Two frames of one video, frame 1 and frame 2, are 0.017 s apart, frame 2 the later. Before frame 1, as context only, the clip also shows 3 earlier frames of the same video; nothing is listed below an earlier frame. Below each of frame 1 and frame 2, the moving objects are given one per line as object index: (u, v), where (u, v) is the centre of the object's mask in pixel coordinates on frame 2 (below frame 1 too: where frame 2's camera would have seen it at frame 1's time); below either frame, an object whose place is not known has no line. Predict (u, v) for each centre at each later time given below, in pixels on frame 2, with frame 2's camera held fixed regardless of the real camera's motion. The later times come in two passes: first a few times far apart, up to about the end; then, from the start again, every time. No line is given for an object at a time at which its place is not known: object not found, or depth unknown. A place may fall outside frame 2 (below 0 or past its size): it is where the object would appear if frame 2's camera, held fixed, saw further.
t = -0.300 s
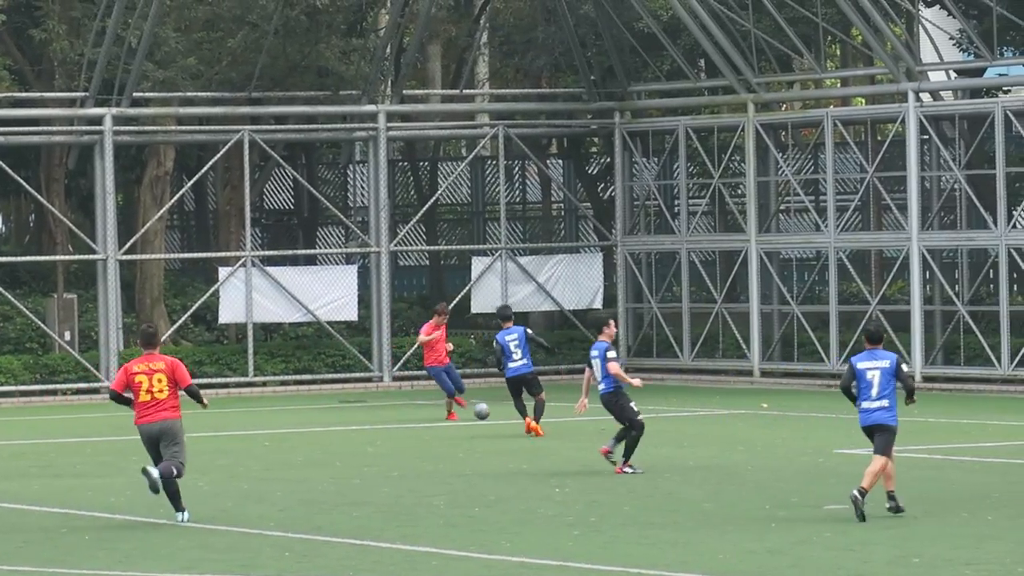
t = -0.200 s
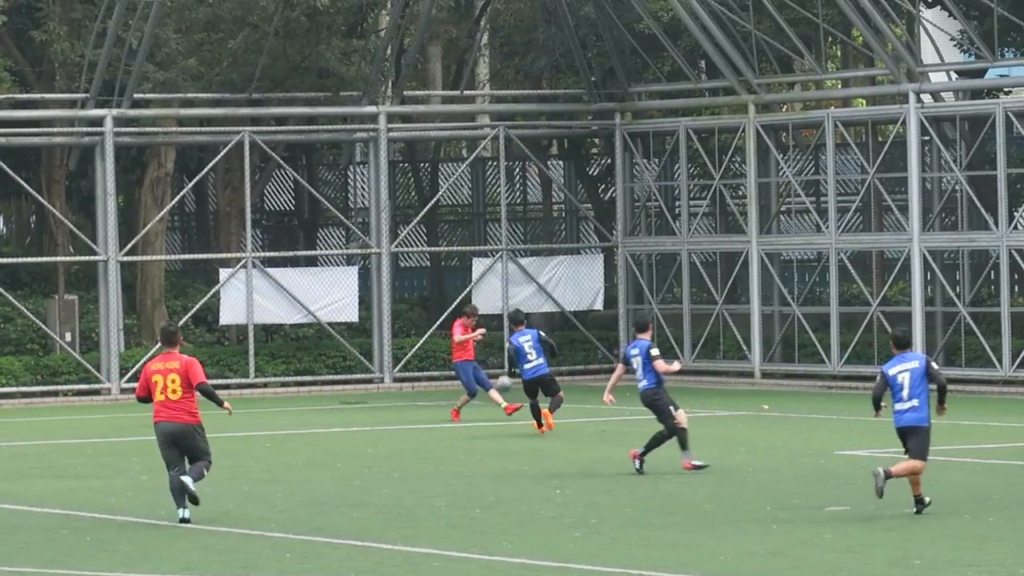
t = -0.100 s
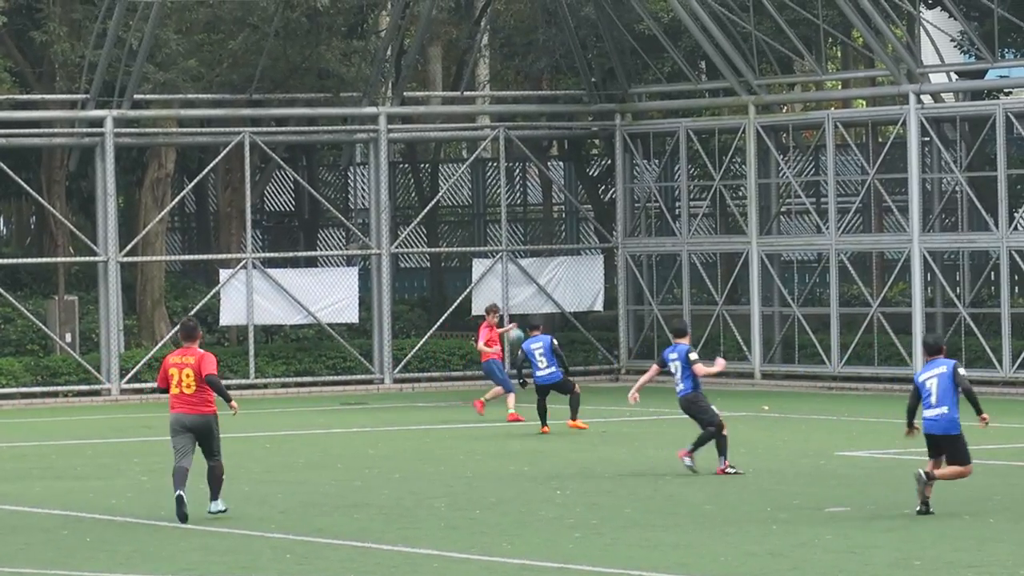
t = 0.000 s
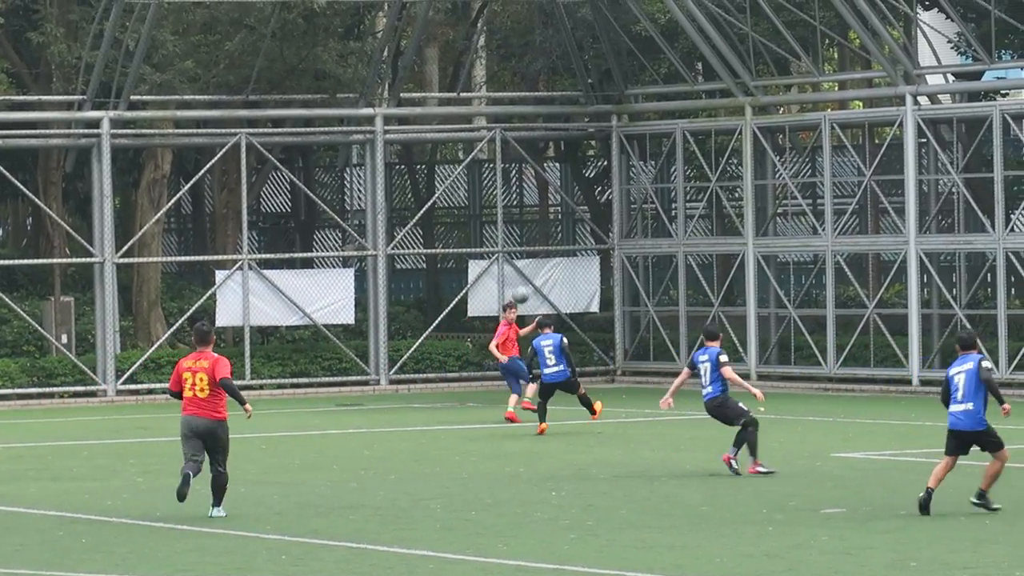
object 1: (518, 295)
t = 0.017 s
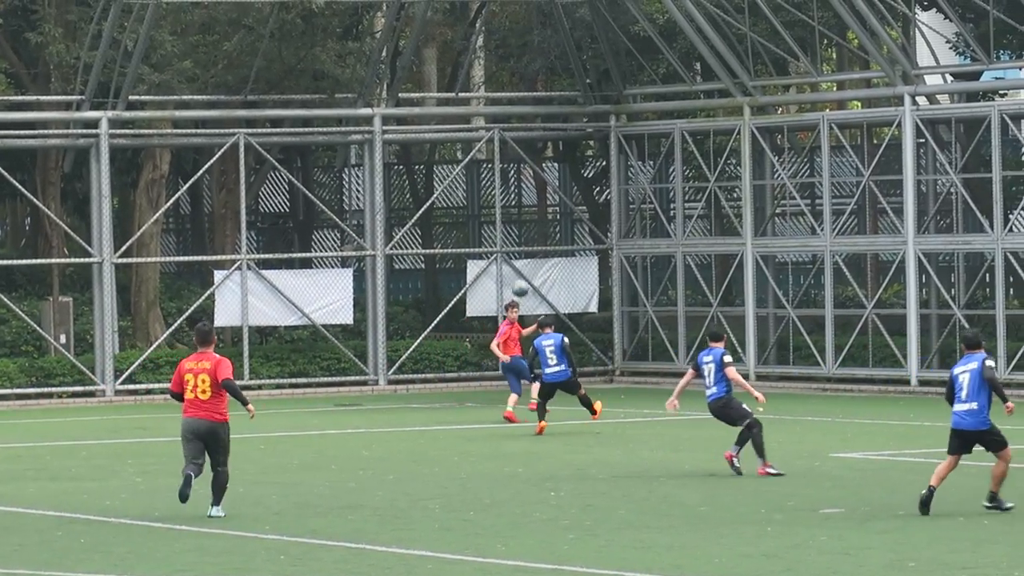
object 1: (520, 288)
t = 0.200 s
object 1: (530, 223)
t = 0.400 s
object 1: (534, 176)
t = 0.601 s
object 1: (530, 155)
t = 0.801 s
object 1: (518, 161)
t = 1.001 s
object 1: (498, 203)
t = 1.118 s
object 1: (482, 247)
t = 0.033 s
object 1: (521, 282)
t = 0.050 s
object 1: (522, 276)
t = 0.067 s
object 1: (523, 270)
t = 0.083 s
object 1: (524, 262)
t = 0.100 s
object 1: (526, 256)
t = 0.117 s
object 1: (526, 250)
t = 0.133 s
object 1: (527, 243)
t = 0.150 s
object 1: (528, 240)
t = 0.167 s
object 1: (528, 235)
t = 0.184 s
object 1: (529, 229)
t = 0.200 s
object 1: (530, 223)
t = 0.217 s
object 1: (530, 219)
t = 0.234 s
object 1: (531, 214)
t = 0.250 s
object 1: (532, 211)
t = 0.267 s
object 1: (532, 205)
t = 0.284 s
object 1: (533, 201)
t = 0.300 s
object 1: (533, 197)
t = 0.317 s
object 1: (533, 193)
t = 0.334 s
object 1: (534, 190)
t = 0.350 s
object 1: (534, 185)
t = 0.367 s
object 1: (534, 182)
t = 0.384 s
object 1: (534, 180)
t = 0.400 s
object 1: (534, 176)
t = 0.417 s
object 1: (534, 173)
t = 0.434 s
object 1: (533, 170)
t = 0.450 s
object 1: (534, 168)
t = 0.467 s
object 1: (534, 165)
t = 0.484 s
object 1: (534, 163)
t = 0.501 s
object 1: (533, 162)
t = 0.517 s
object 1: (533, 160)
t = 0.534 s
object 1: (532, 159)
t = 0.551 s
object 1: (531, 157)
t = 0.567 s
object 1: (531, 157)
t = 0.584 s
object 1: (531, 156)
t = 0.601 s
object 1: (530, 155)
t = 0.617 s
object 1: (529, 154)
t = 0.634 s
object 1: (528, 154)
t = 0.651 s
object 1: (528, 153)
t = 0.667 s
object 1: (527, 154)
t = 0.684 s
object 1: (526, 154)
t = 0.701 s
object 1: (526, 154)
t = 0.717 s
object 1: (524, 154)
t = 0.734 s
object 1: (523, 156)
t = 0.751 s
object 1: (522, 157)
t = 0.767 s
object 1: (521, 158)
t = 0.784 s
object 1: (520, 160)
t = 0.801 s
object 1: (518, 161)
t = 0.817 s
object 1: (517, 163)
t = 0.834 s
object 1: (515, 165)
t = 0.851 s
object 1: (514, 169)
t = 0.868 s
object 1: (512, 171)
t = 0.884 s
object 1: (511, 174)
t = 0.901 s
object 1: (510, 177)
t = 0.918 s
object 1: (508, 182)
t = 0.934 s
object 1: (506, 185)
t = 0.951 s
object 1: (504, 190)
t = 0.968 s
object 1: (503, 194)
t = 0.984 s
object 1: (500, 198)
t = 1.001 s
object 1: (498, 203)
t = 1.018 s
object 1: (496, 209)
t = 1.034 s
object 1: (494, 215)
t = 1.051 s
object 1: (492, 221)
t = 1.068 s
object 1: (489, 227)
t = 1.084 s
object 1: (486, 233)
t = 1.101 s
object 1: (485, 240)
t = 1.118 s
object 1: (482, 247)
